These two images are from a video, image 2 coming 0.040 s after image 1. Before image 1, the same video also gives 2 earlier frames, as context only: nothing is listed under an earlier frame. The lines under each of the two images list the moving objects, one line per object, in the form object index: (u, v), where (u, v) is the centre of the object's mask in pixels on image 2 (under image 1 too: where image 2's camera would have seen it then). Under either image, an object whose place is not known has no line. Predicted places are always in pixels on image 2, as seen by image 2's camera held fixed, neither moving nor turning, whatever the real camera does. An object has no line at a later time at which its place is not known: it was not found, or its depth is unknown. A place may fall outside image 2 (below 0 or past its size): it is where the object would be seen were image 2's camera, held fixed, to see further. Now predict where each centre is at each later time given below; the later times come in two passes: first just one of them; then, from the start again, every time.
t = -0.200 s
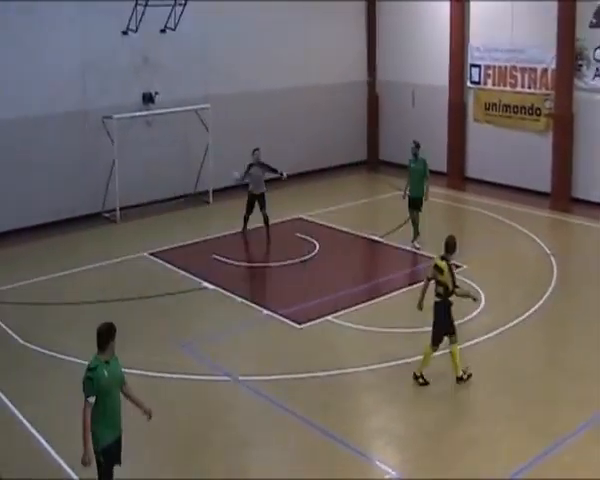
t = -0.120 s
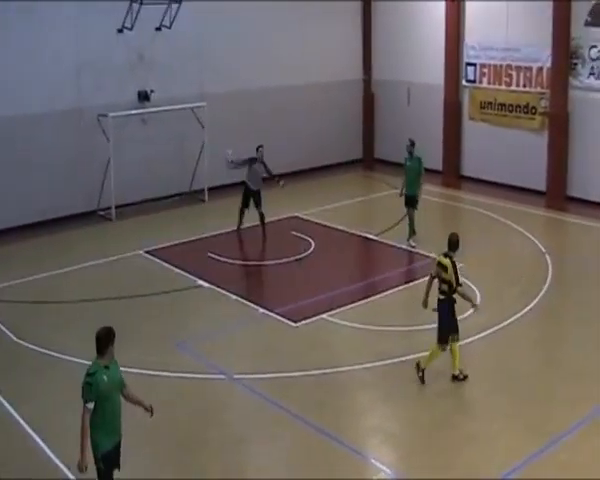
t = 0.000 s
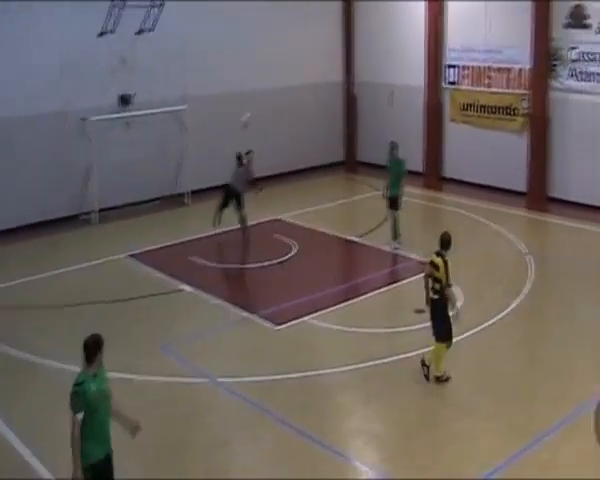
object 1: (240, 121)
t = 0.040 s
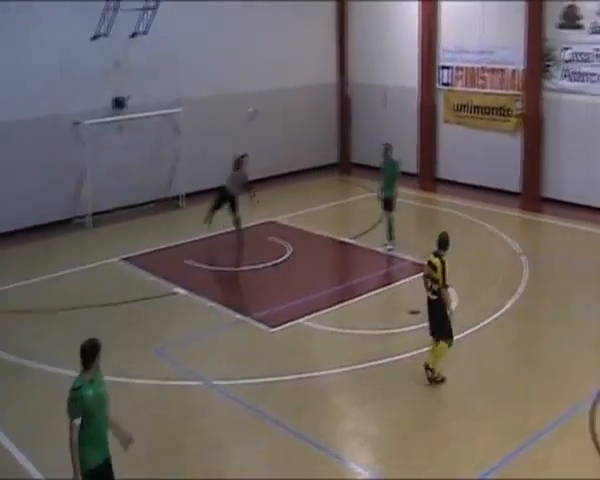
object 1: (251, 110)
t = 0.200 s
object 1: (314, 63)
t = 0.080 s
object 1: (268, 97)
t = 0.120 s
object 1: (283, 85)
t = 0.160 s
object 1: (298, 73)
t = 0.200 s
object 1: (314, 63)
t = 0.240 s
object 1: (328, 55)
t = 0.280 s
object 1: (346, 44)
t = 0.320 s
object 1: (366, 35)
